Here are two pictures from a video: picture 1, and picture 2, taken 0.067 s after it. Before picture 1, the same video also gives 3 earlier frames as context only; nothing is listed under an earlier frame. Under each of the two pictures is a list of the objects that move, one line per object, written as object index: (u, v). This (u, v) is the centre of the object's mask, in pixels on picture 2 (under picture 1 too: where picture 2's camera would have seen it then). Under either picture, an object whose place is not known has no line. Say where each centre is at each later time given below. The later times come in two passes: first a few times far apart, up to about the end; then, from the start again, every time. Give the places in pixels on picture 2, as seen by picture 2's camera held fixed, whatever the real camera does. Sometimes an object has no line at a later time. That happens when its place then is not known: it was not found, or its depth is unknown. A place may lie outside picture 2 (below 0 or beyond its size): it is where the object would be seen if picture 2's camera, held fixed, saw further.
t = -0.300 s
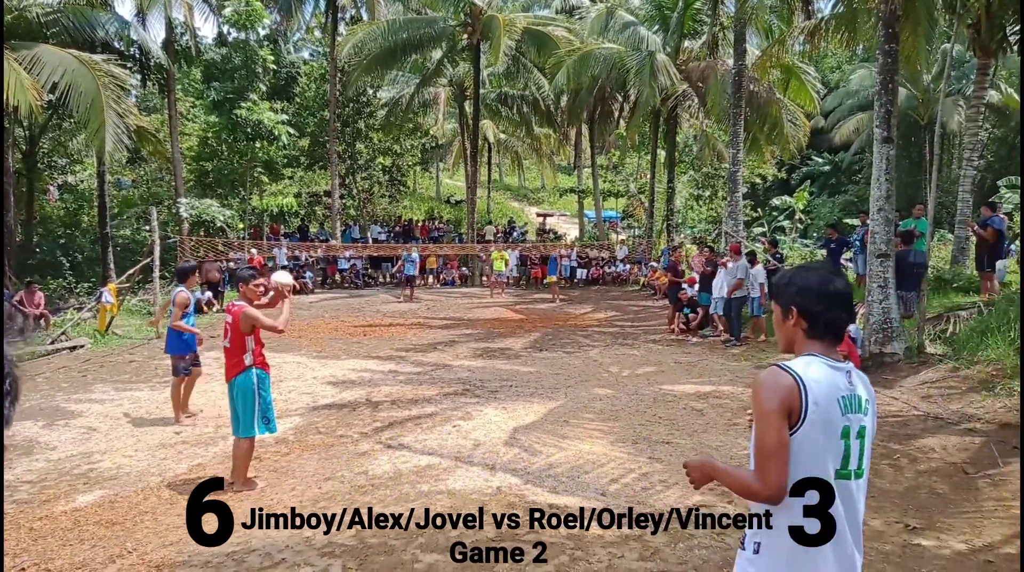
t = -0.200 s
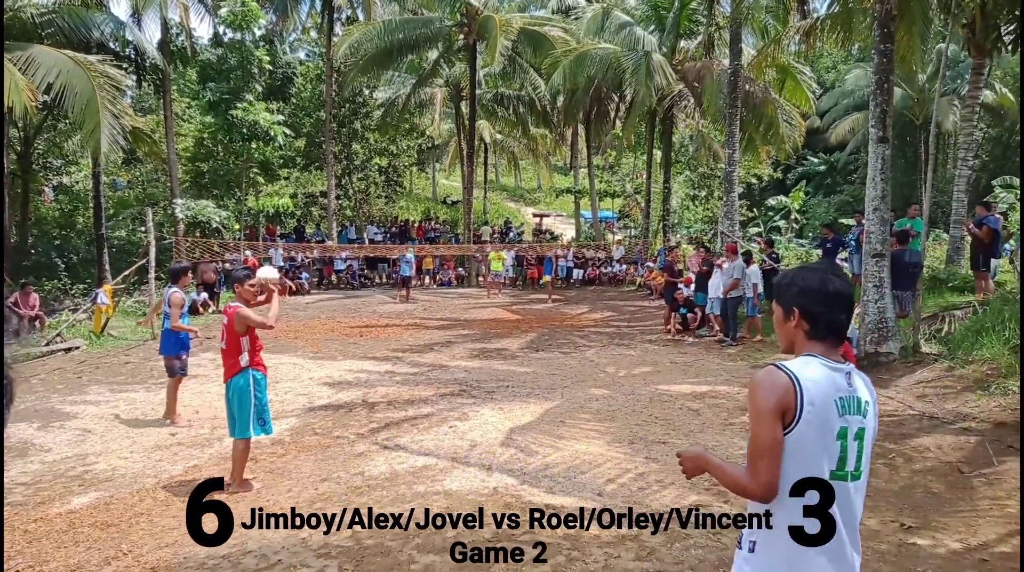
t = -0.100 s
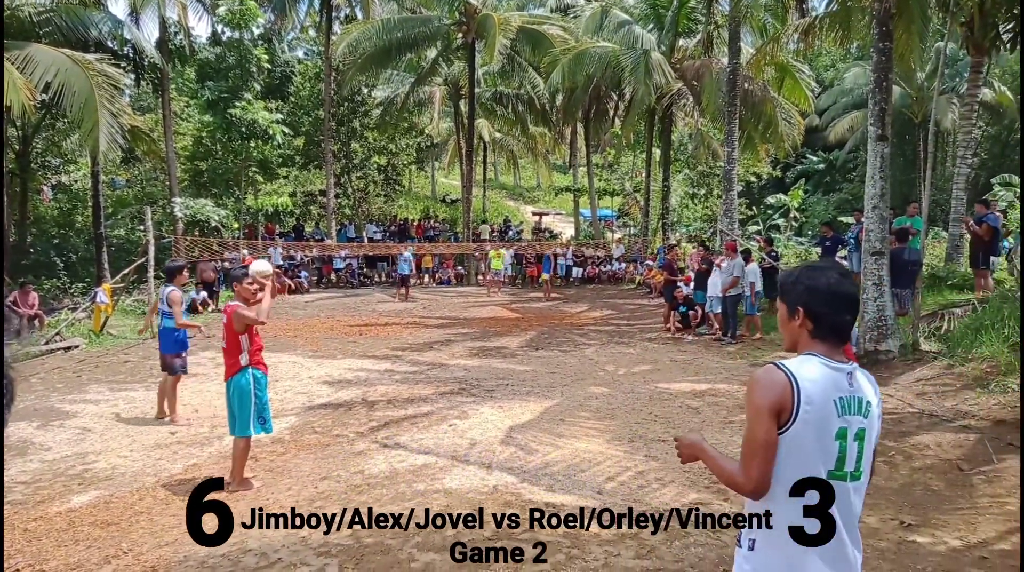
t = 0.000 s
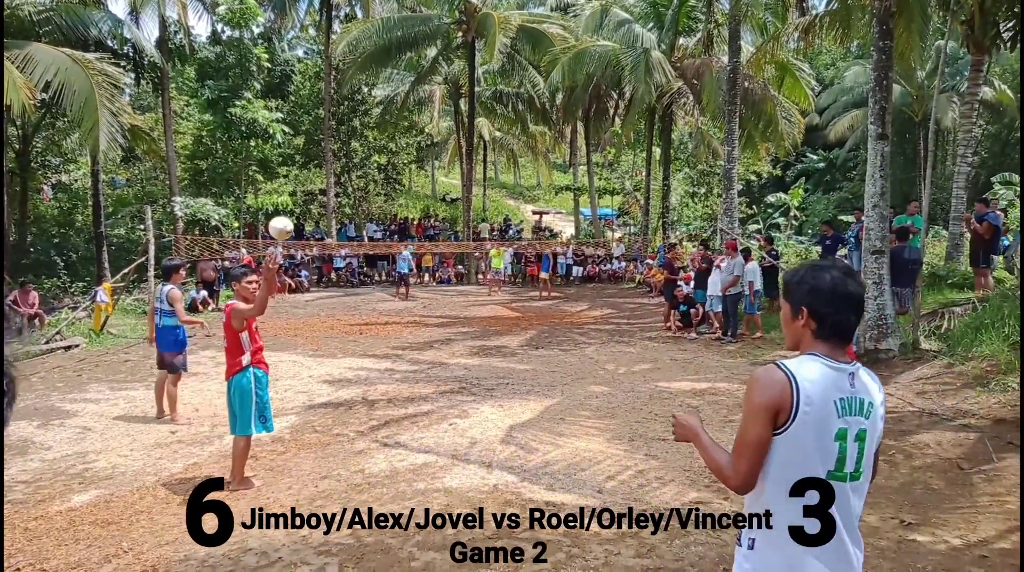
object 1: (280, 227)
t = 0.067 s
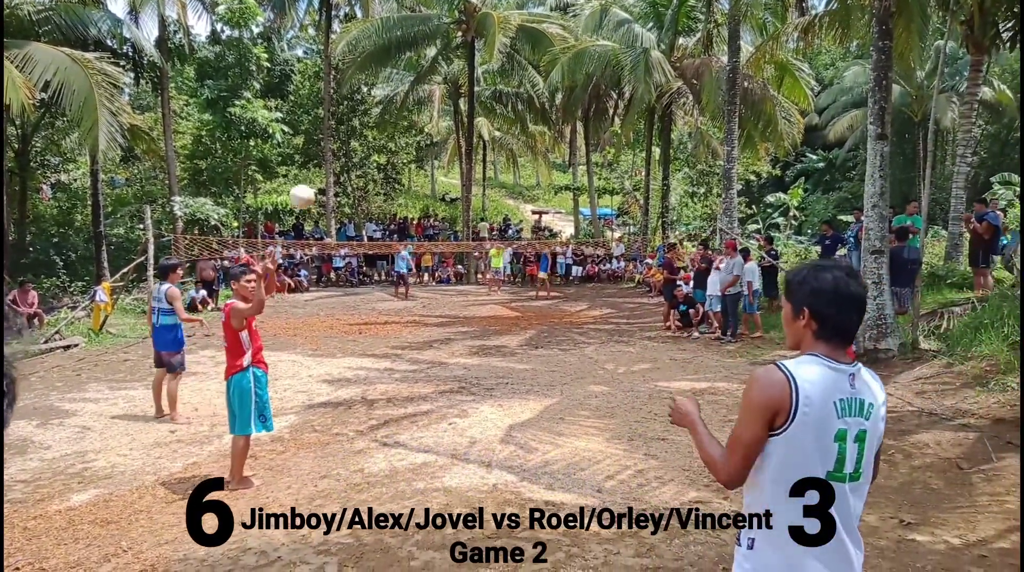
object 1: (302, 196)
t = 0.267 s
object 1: (379, 132)
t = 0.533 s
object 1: (530, 147)
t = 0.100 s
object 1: (313, 183)
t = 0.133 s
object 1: (325, 170)
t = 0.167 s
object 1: (337, 159)
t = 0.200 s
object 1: (350, 148)
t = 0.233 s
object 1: (364, 139)
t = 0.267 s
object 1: (379, 132)
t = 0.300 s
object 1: (395, 126)
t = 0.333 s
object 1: (411, 122)
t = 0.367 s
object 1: (427, 120)
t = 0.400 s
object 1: (445, 121)
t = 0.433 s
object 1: (465, 123)
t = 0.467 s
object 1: (485, 128)
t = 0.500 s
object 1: (507, 137)
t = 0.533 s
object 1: (530, 147)
